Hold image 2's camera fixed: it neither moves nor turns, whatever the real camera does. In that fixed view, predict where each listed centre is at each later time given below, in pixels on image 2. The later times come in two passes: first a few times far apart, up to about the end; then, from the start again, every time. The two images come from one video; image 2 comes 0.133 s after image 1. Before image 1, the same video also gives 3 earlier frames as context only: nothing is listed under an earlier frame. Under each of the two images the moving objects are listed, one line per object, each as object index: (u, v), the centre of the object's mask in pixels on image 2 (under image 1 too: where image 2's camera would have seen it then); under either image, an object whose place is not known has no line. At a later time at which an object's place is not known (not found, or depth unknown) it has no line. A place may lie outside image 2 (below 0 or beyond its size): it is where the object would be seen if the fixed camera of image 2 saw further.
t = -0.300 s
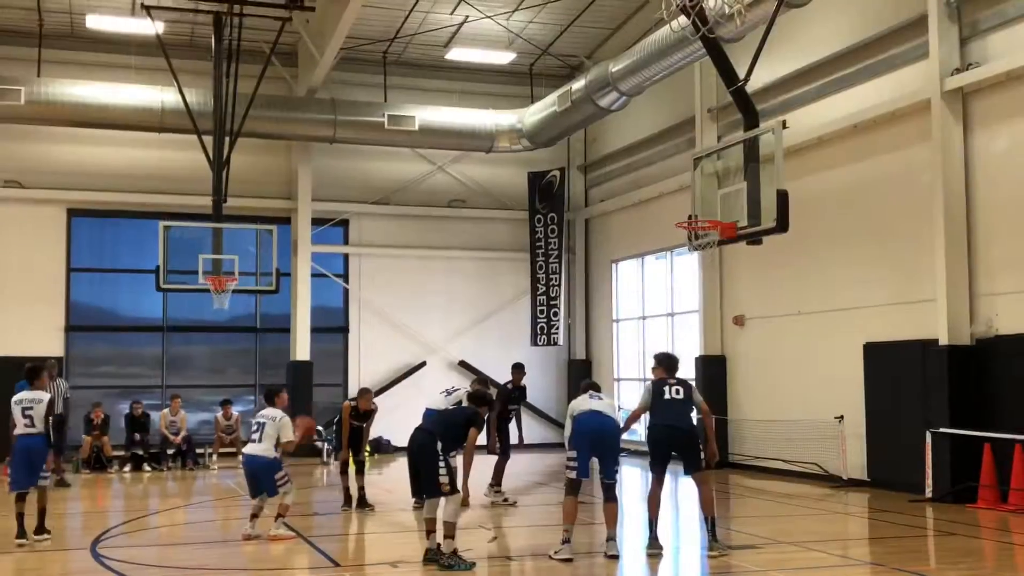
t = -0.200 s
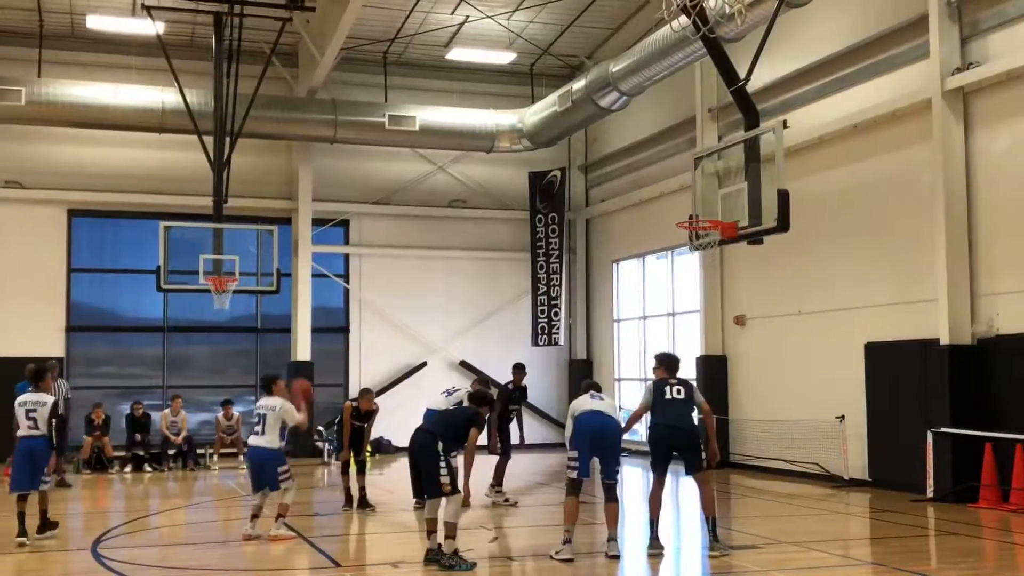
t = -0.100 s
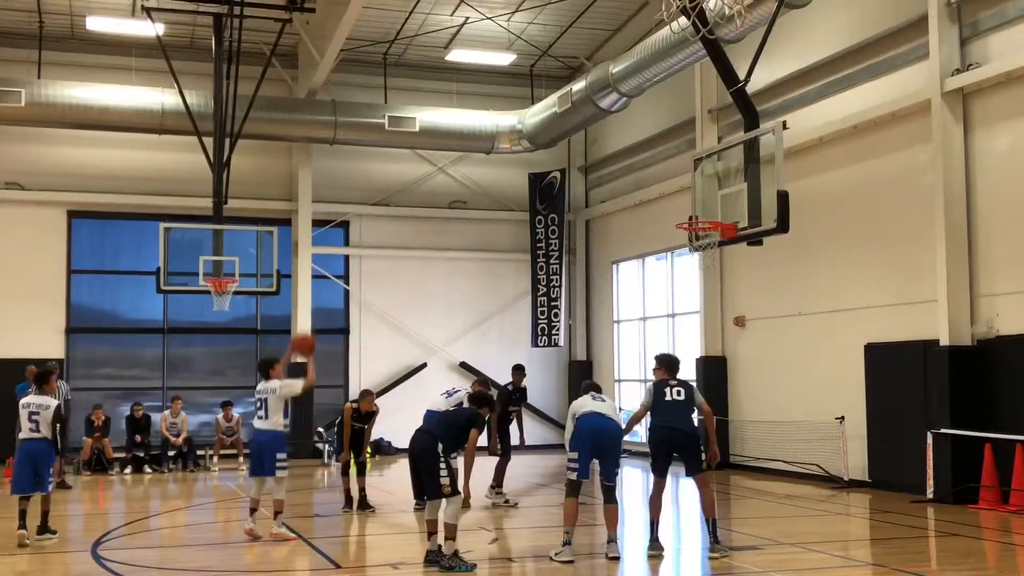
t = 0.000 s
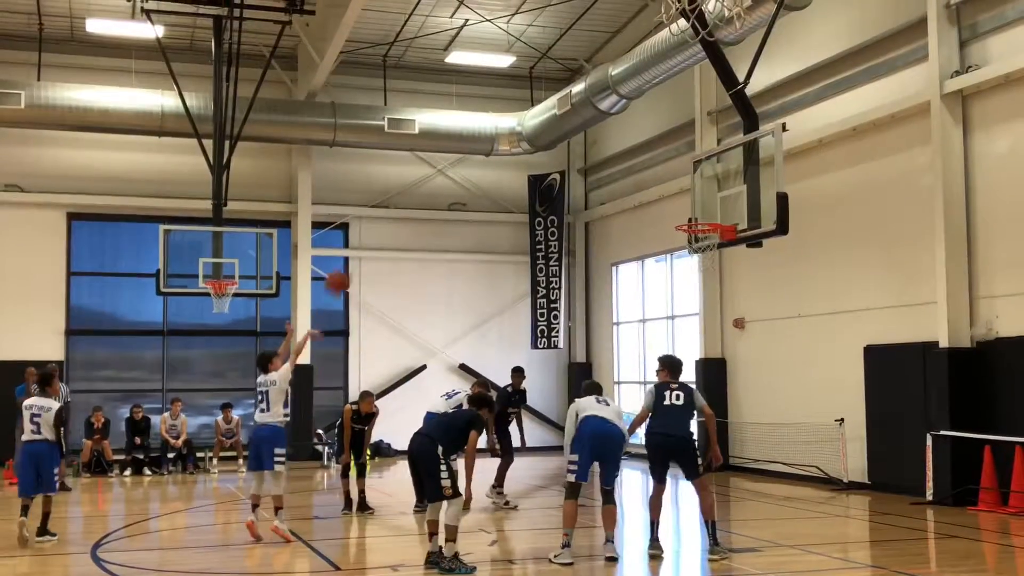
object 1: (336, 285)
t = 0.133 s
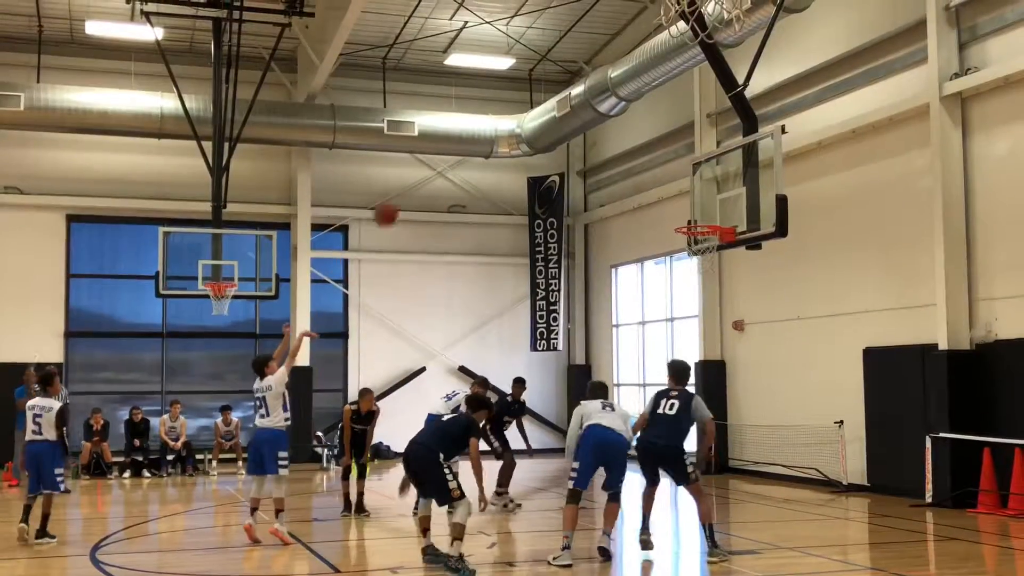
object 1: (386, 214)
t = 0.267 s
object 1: (432, 164)
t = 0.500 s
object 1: (510, 118)
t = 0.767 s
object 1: (596, 131)
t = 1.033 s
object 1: (677, 206)
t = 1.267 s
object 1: (724, 214)
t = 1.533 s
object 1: (693, 220)
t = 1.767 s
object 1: (692, 244)
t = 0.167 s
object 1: (398, 200)
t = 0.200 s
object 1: (410, 187)
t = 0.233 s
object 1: (421, 174)
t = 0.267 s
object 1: (432, 164)
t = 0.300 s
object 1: (444, 154)
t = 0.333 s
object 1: (456, 146)
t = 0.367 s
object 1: (466, 138)
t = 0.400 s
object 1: (476, 132)
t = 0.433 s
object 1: (488, 126)
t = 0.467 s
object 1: (499, 121)
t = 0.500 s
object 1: (510, 118)
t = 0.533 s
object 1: (520, 116)
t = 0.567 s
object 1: (531, 115)
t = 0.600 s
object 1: (542, 114)
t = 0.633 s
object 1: (553, 116)
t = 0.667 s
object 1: (563, 118)
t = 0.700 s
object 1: (575, 121)
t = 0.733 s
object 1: (585, 125)
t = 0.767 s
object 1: (596, 131)
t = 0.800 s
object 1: (605, 136)
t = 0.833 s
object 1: (616, 143)
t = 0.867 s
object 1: (627, 151)
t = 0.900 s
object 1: (636, 161)
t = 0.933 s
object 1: (648, 171)
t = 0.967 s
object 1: (657, 181)
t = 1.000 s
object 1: (668, 194)
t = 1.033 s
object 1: (677, 206)
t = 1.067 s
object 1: (687, 218)
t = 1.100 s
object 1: (694, 215)
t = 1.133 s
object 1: (700, 213)
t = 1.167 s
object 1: (706, 212)
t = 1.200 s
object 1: (713, 212)
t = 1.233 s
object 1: (719, 213)
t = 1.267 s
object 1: (724, 214)
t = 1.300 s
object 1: (718, 213)
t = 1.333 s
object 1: (713, 213)
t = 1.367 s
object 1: (706, 214)
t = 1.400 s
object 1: (700, 215)
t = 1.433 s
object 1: (694, 217)
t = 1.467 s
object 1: (689, 220)
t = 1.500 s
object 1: (688, 220)
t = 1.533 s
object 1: (693, 220)
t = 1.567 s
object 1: (697, 221)
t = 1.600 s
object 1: (704, 227)
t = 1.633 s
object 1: (705, 232)
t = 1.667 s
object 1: (706, 235)
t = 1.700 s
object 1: (702, 238)
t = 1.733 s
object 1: (695, 241)
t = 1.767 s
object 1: (692, 244)
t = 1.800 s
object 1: (690, 248)
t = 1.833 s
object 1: (687, 251)
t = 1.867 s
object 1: (685, 254)
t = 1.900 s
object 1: (686, 256)
